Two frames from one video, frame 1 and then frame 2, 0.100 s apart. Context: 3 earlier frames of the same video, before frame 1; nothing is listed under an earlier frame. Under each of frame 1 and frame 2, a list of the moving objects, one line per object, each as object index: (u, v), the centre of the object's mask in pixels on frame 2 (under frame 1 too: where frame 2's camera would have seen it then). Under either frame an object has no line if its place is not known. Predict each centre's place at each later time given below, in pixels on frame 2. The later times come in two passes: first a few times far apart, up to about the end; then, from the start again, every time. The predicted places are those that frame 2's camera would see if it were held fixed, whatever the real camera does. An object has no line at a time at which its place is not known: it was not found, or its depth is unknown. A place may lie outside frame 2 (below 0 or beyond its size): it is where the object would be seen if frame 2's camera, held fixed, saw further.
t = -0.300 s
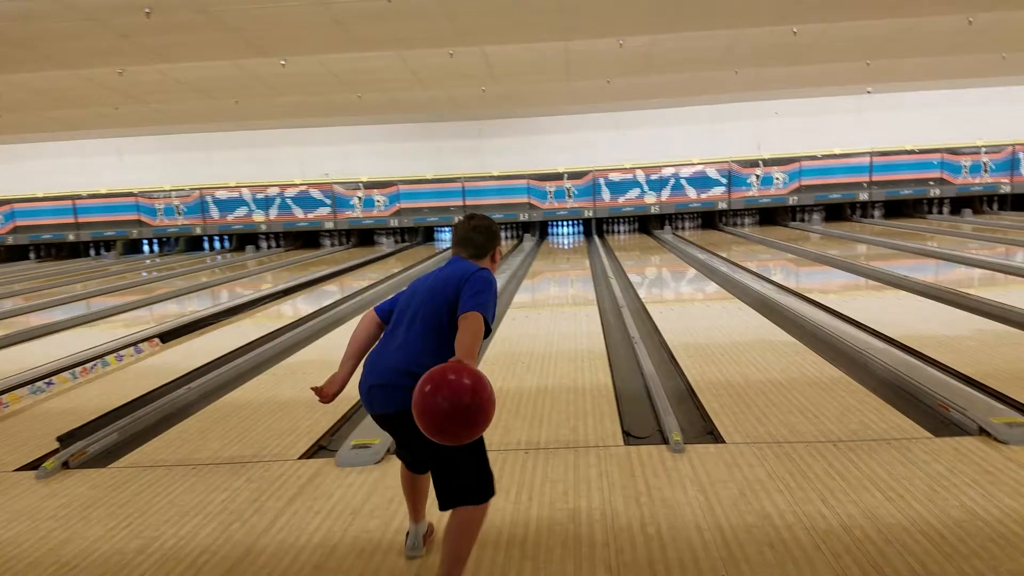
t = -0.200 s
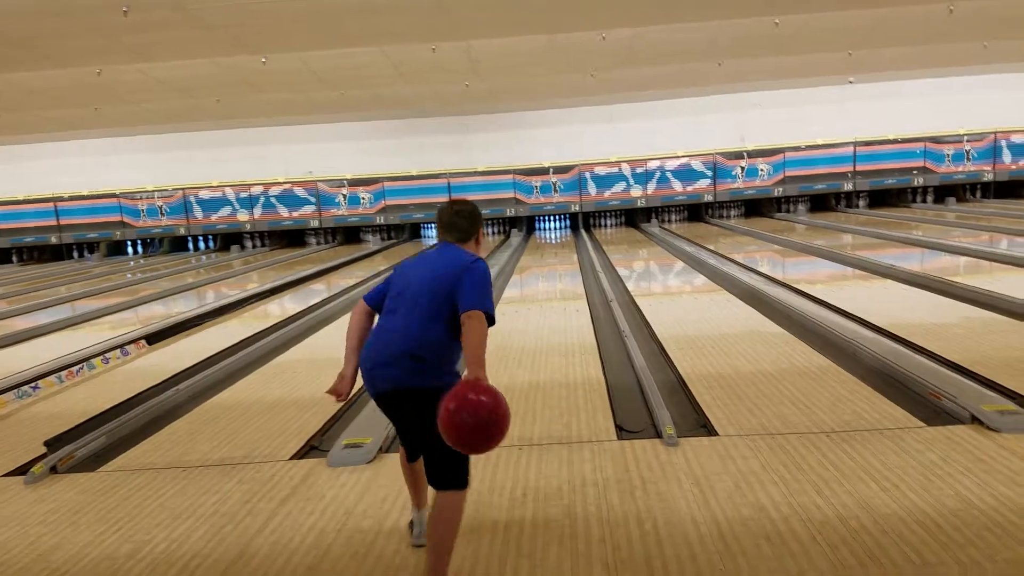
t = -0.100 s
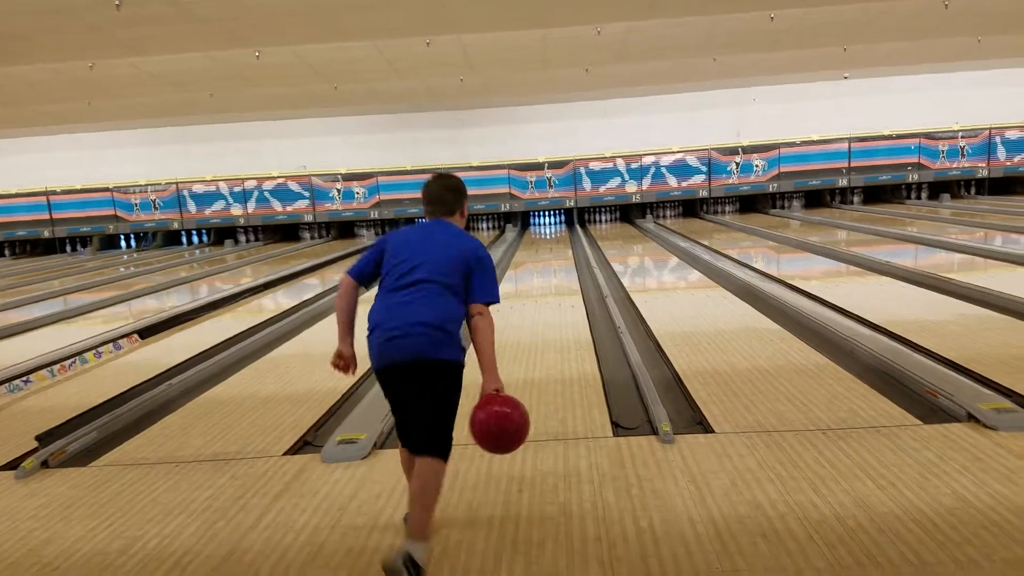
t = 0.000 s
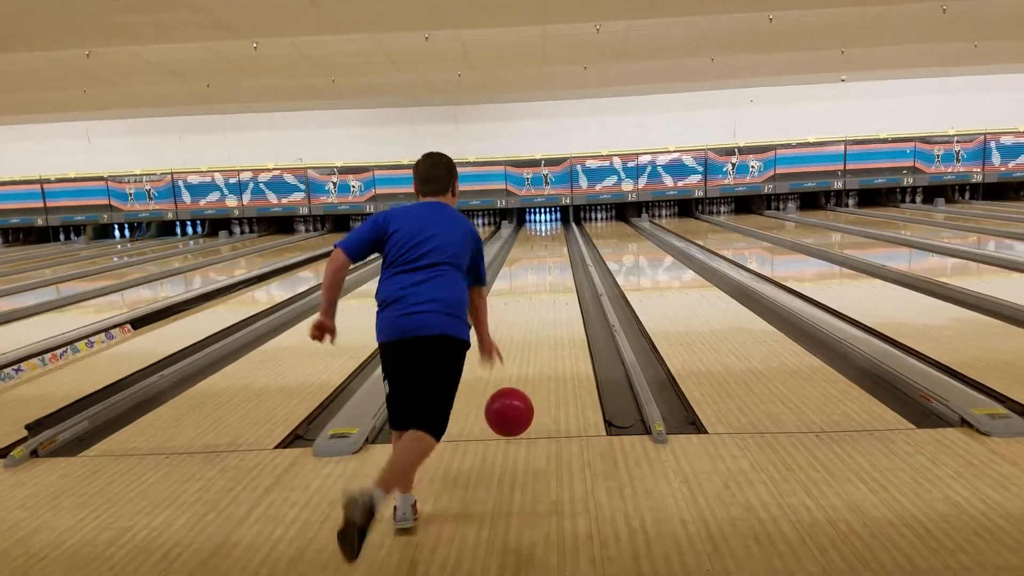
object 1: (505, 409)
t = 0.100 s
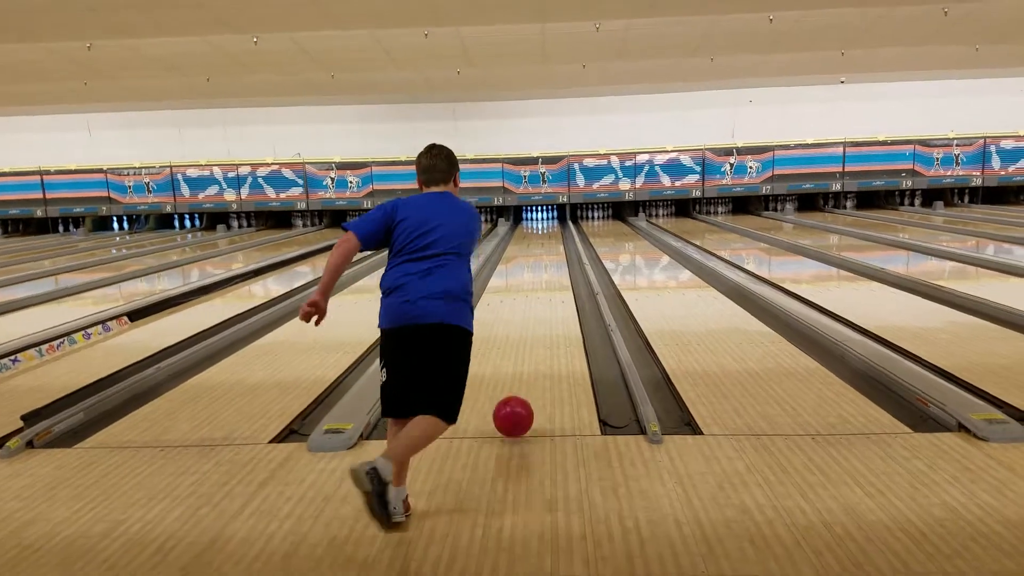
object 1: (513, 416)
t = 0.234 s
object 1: (521, 373)
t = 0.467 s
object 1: (528, 332)
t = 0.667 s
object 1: (536, 306)
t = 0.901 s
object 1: (531, 283)
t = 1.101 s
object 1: (539, 270)
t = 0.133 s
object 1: (515, 407)
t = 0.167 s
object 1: (517, 393)
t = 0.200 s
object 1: (519, 382)
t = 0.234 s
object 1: (521, 373)
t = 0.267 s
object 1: (522, 367)
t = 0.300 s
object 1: (523, 363)
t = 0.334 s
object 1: (524, 357)
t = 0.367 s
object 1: (525, 350)
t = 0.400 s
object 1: (526, 344)
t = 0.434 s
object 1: (527, 338)
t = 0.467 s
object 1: (528, 332)
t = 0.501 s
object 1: (529, 327)
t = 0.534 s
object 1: (529, 322)
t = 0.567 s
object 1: (530, 318)
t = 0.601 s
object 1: (528, 314)
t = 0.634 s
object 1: (524, 309)
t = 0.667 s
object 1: (536, 306)
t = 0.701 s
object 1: (534, 302)
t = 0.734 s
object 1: (532, 298)
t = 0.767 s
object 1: (532, 295)
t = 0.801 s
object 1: (532, 292)
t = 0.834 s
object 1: (532, 289)
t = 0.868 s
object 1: (532, 286)
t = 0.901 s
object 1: (531, 283)
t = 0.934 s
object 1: (532, 281)
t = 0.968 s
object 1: (532, 278)
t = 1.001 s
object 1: (533, 276)
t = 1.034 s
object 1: (536, 274)
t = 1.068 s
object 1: (537, 272)
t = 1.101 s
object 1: (539, 270)
